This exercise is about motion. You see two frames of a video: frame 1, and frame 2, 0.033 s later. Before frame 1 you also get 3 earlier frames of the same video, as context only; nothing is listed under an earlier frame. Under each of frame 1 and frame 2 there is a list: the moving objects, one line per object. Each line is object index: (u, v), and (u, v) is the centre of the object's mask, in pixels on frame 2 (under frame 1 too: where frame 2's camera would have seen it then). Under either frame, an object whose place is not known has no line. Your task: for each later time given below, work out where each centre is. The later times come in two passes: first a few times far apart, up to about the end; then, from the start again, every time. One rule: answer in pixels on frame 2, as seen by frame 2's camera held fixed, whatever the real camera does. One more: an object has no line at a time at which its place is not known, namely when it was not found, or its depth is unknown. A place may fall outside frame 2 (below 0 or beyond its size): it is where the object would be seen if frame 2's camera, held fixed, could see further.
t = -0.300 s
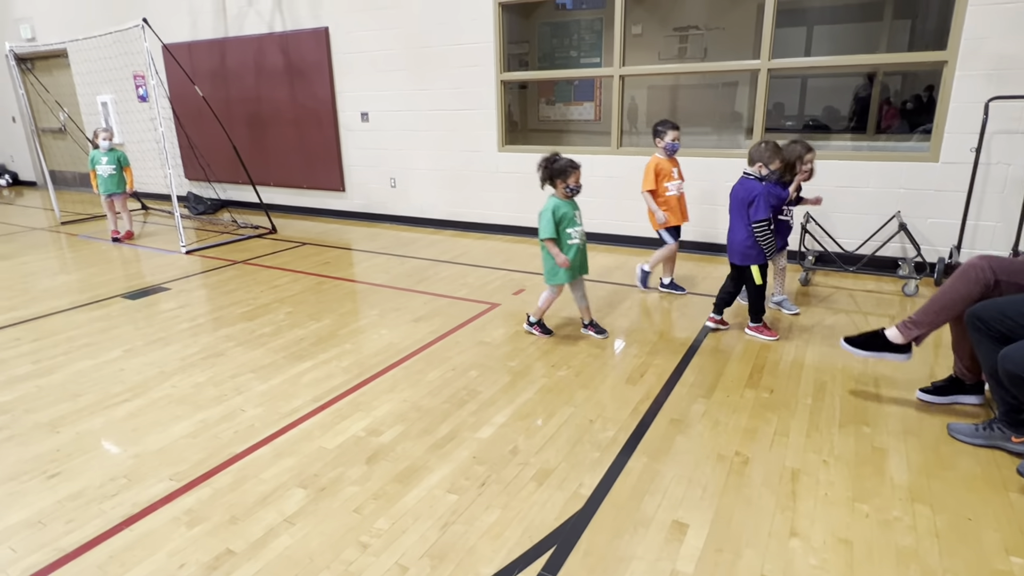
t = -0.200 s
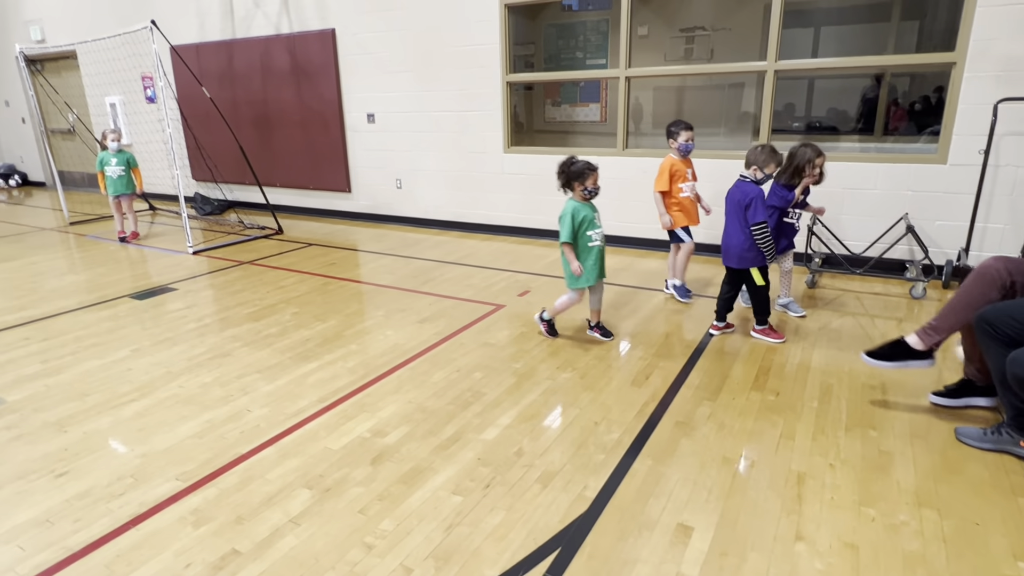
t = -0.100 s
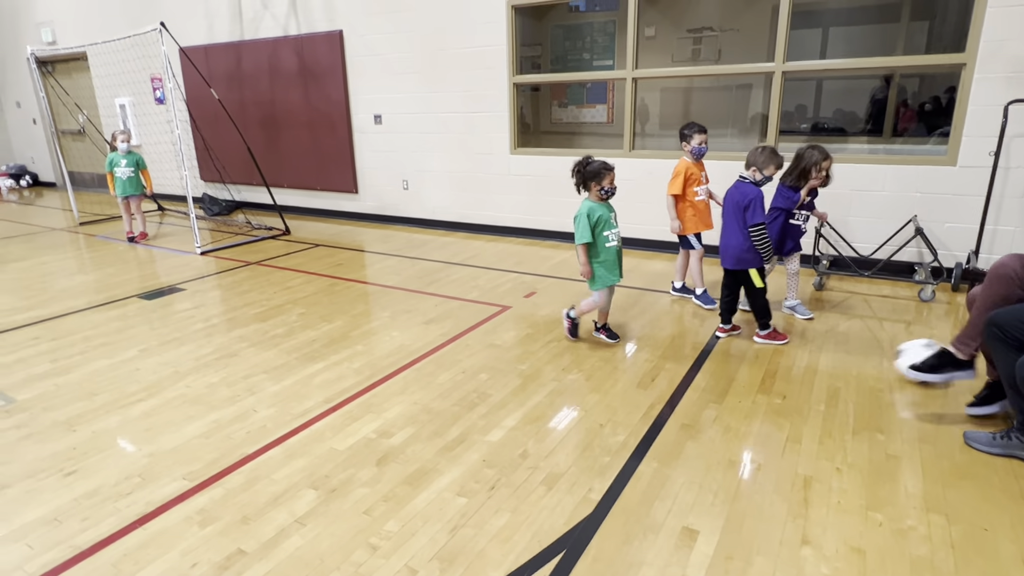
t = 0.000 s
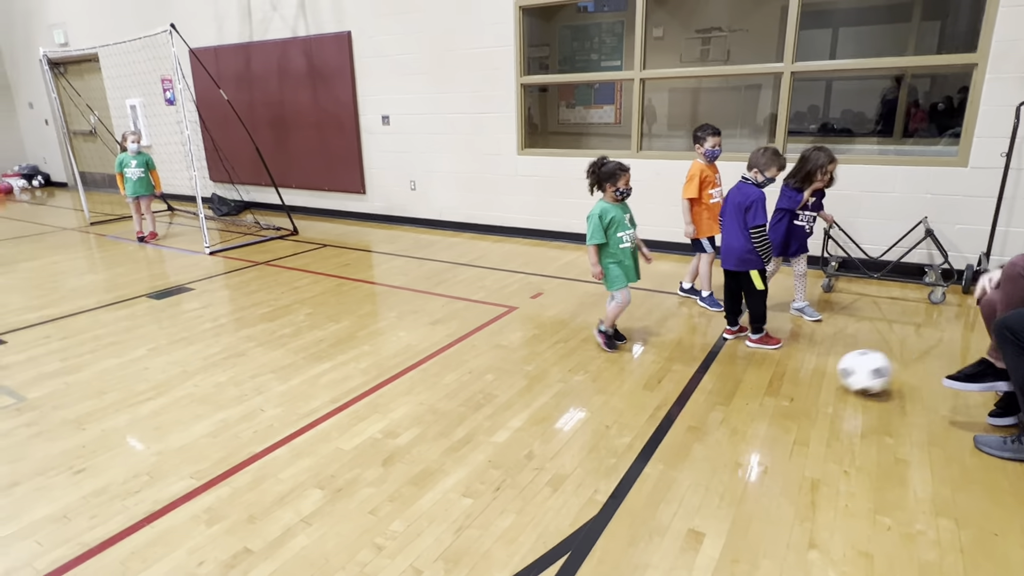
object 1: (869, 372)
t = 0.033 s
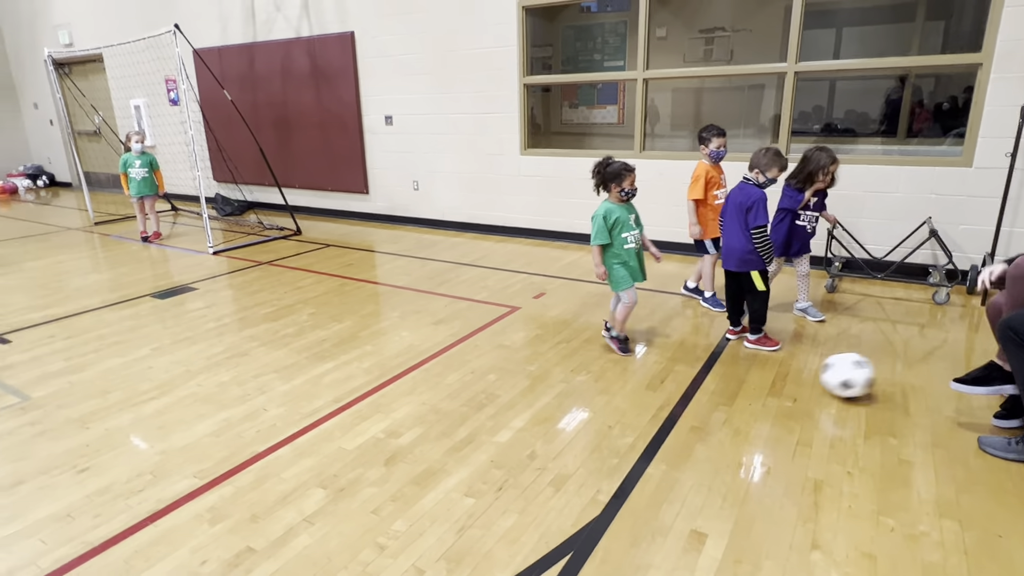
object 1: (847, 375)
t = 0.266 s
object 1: (711, 395)
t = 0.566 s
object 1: (522, 424)
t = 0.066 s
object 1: (827, 378)
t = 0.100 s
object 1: (808, 381)
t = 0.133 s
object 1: (789, 384)
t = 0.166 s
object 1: (770, 386)
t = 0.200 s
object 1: (751, 389)
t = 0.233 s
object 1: (731, 392)
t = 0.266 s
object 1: (711, 395)
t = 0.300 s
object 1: (691, 398)
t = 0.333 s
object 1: (671, 401)
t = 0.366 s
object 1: (652, 403)
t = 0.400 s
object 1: (630, 408)
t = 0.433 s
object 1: (609, 411)
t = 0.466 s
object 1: (587, 415)
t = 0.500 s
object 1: (566, 417)
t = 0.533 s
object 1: (545, 421)
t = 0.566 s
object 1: (522, 424)
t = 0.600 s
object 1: (500, 427)
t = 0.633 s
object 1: (477, 430)
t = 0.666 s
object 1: (454, 433)
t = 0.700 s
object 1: (431, 438)
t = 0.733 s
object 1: (405, 441)
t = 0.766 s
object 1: (382, 445)
